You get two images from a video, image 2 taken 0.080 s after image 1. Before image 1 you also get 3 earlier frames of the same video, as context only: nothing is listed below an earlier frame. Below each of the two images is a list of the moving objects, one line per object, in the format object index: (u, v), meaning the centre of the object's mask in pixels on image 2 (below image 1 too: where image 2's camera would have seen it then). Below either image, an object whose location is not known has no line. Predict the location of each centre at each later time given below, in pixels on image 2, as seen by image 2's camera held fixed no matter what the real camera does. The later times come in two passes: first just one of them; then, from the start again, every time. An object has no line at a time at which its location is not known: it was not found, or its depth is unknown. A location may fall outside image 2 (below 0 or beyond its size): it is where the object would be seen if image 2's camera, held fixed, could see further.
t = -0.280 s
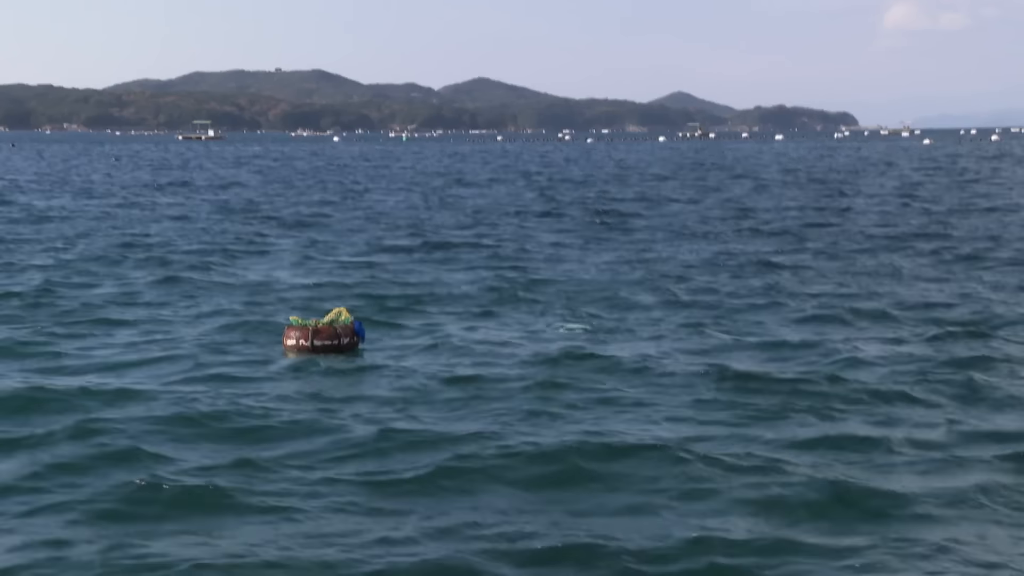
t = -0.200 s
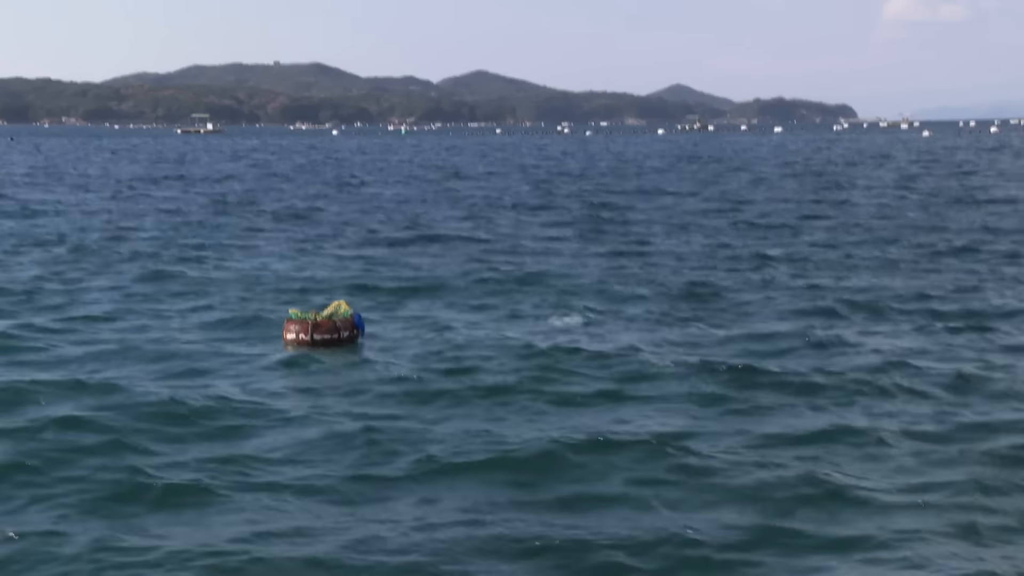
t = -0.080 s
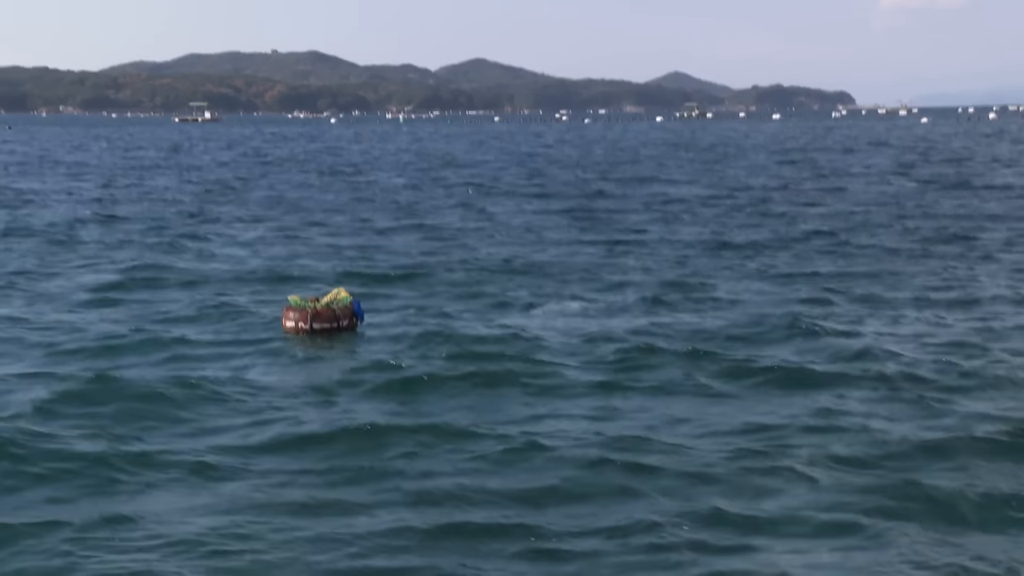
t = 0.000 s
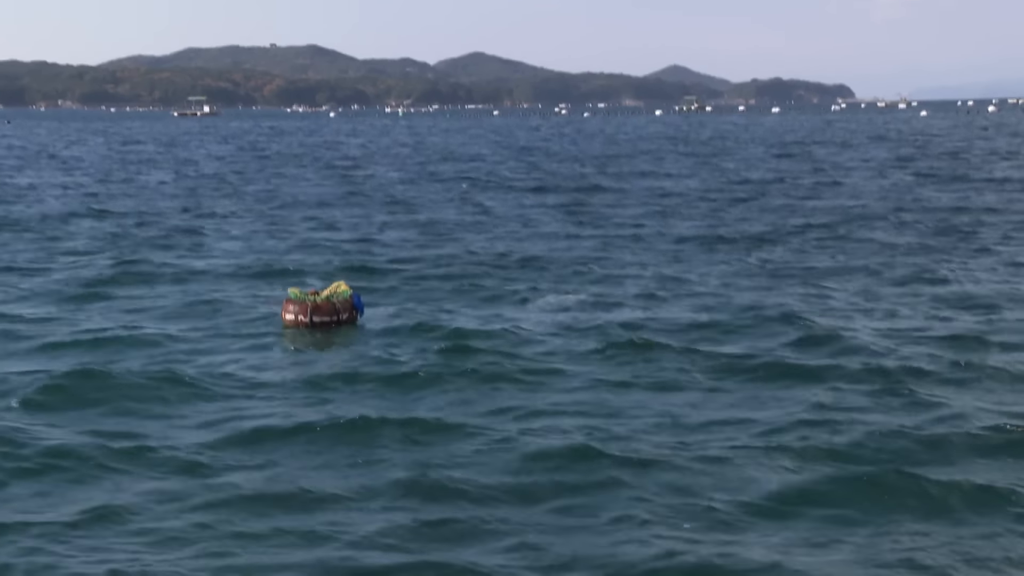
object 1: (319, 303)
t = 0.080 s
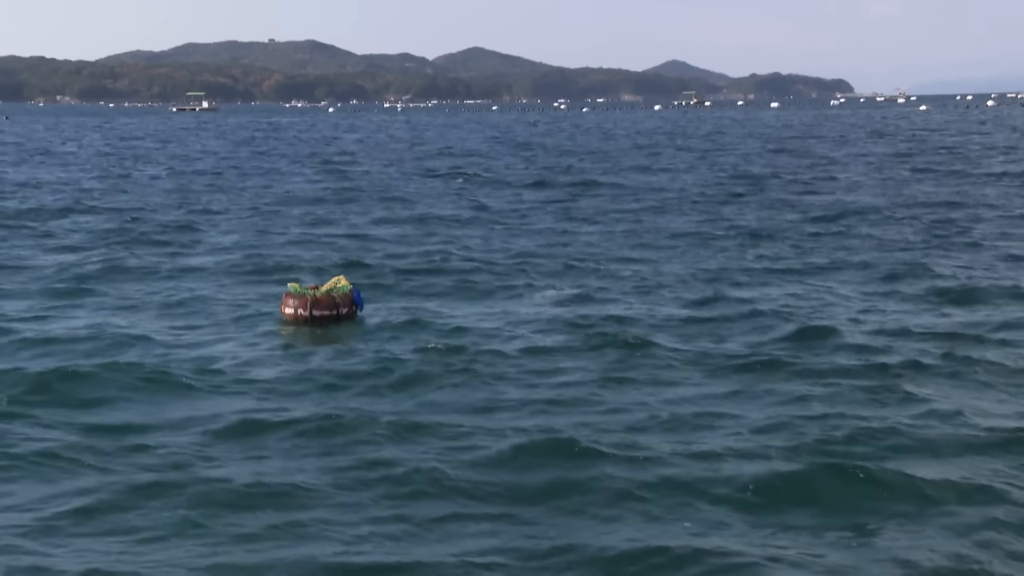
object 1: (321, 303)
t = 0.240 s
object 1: (327, 302)
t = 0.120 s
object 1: (323, 302)
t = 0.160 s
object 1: (324, 302)
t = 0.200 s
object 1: (326, 302)
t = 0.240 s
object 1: (327, 302)
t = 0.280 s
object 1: (328, 303)
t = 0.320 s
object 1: (329, 304)
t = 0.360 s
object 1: (330, 305)
